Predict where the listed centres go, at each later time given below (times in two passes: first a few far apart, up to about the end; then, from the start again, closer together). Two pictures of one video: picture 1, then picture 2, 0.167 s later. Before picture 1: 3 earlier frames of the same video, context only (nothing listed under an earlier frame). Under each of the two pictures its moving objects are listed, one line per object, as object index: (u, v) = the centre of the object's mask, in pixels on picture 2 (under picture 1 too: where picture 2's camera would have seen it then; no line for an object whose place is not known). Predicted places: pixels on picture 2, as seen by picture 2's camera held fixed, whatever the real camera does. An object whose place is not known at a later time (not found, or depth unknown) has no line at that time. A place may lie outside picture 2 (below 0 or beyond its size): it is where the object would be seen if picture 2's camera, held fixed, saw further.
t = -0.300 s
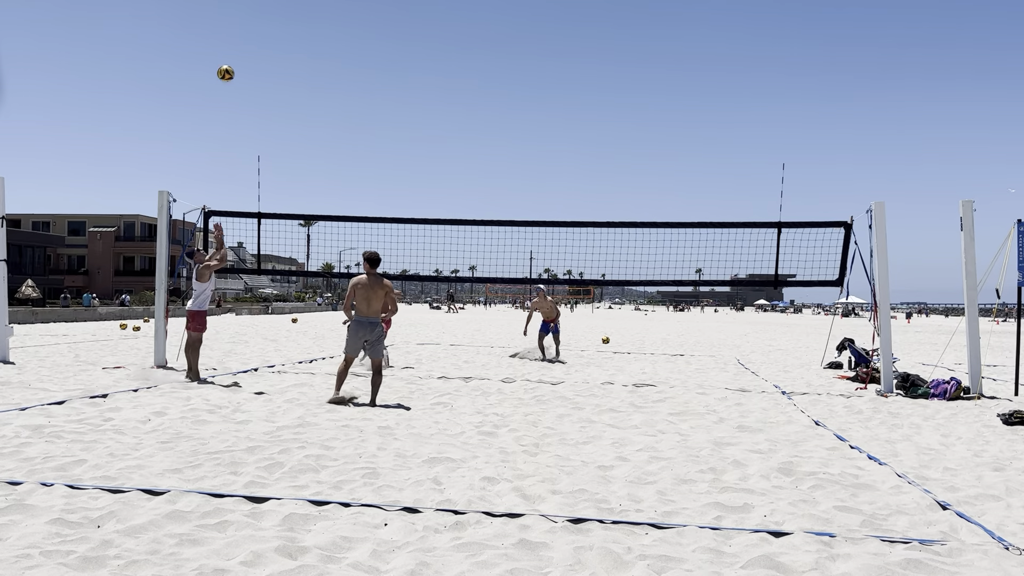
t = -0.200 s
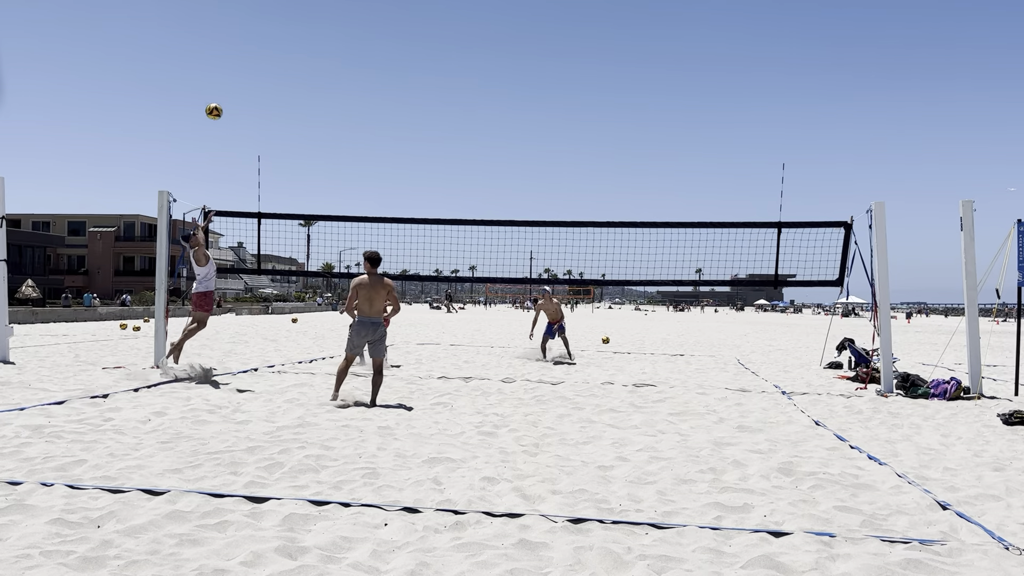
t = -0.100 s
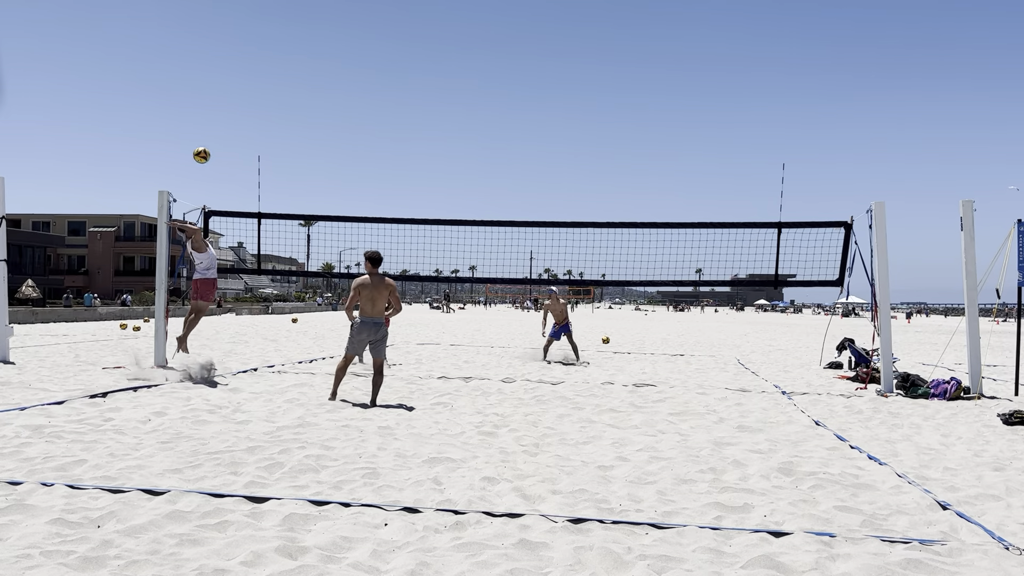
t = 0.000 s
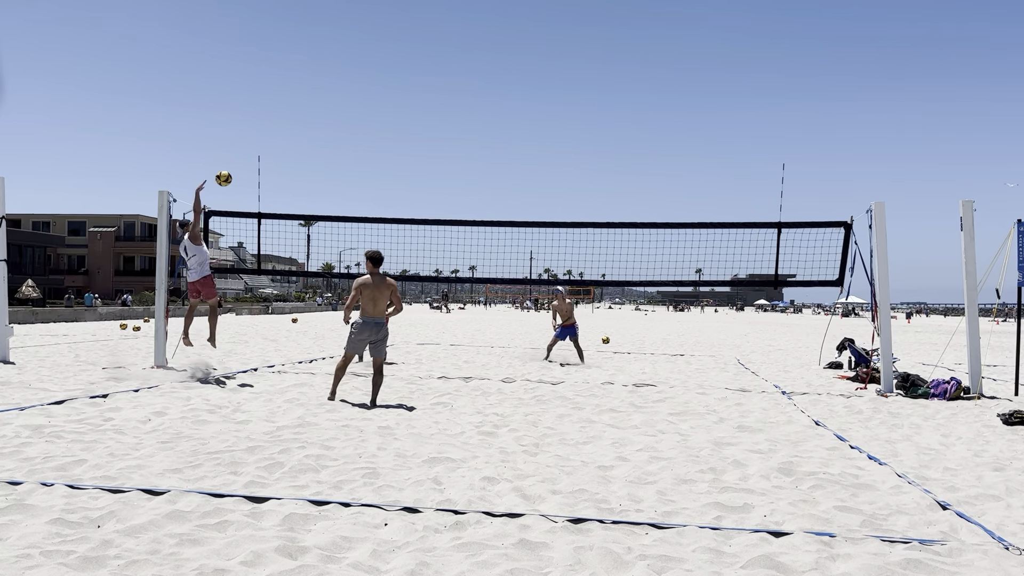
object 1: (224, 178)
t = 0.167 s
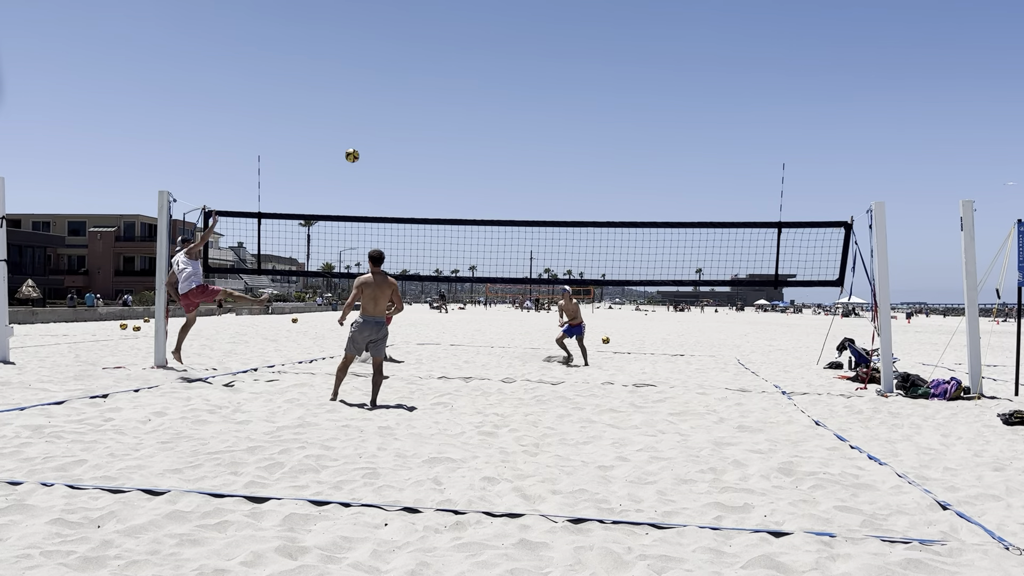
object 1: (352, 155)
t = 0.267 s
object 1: (413, 156)
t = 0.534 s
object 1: (533, 188)
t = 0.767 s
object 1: (603, 244)
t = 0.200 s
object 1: (374, 154)
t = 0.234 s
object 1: (394, 154)
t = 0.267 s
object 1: (413, 156)
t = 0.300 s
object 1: (431, 157)
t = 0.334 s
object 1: (448, 160)
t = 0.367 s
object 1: (464, 163)
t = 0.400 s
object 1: (479, 167)
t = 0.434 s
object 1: (494, 171)
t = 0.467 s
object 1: (508, 177)
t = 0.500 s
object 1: (521, 182)
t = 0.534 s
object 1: (533, 188)
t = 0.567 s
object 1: (545, 195)
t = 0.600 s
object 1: (556, 202)
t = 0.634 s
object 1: (566, 209)
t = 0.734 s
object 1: (594, 235)
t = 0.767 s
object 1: (603, 244)
